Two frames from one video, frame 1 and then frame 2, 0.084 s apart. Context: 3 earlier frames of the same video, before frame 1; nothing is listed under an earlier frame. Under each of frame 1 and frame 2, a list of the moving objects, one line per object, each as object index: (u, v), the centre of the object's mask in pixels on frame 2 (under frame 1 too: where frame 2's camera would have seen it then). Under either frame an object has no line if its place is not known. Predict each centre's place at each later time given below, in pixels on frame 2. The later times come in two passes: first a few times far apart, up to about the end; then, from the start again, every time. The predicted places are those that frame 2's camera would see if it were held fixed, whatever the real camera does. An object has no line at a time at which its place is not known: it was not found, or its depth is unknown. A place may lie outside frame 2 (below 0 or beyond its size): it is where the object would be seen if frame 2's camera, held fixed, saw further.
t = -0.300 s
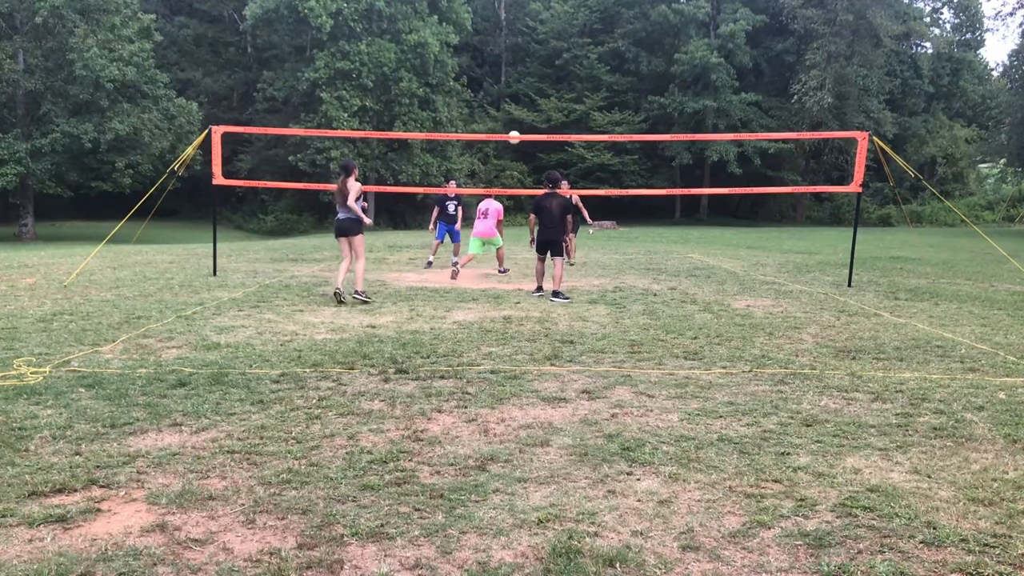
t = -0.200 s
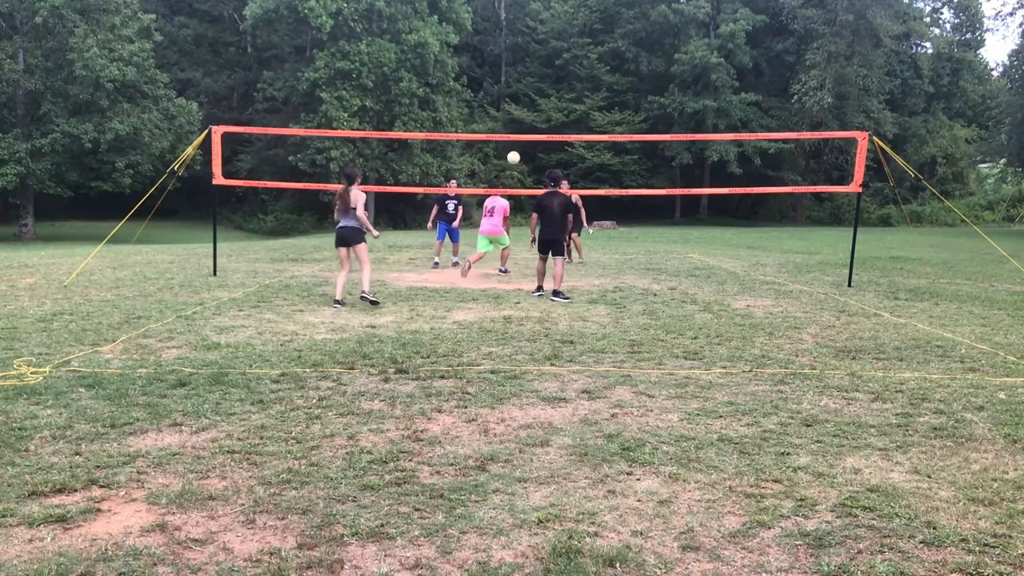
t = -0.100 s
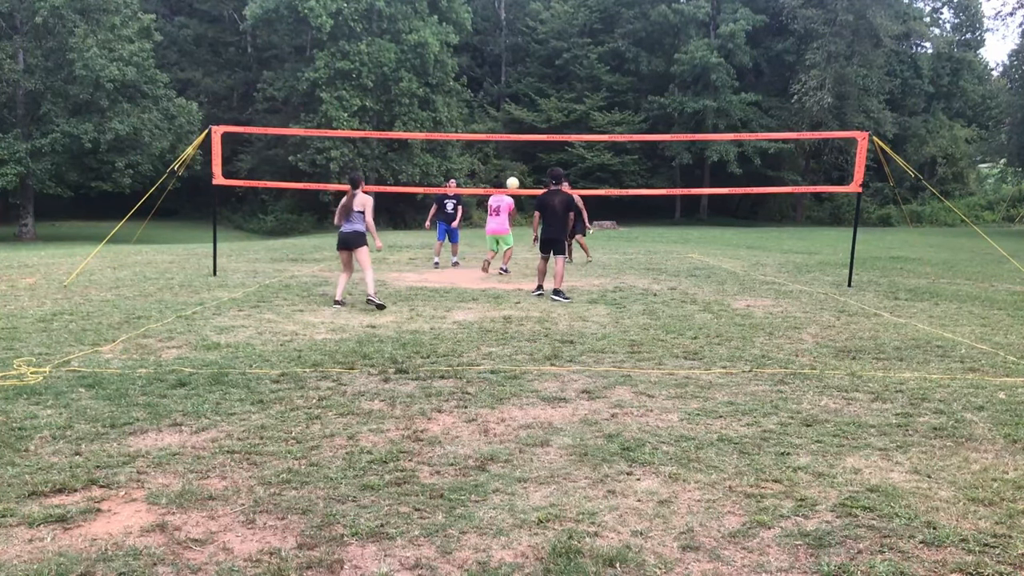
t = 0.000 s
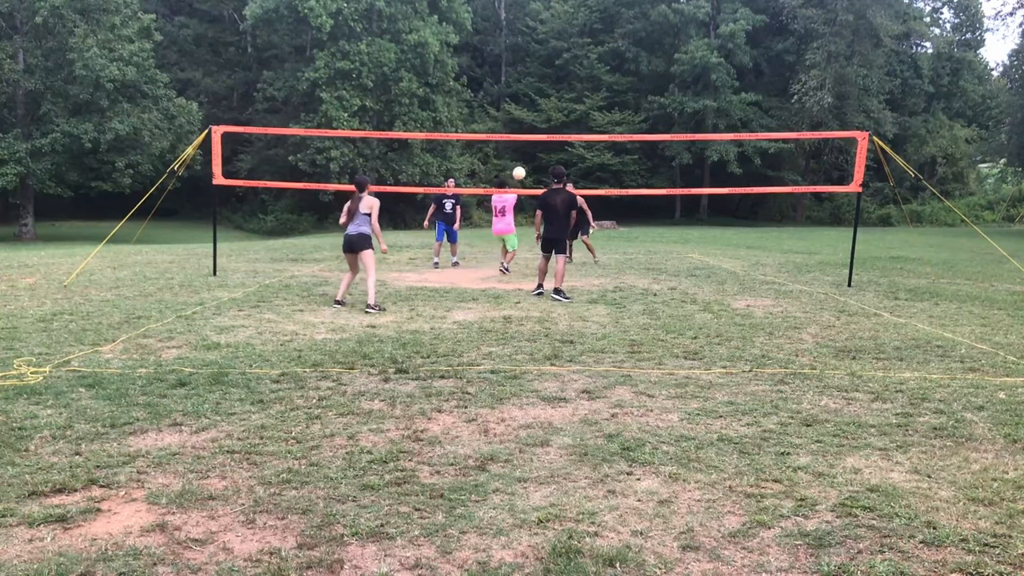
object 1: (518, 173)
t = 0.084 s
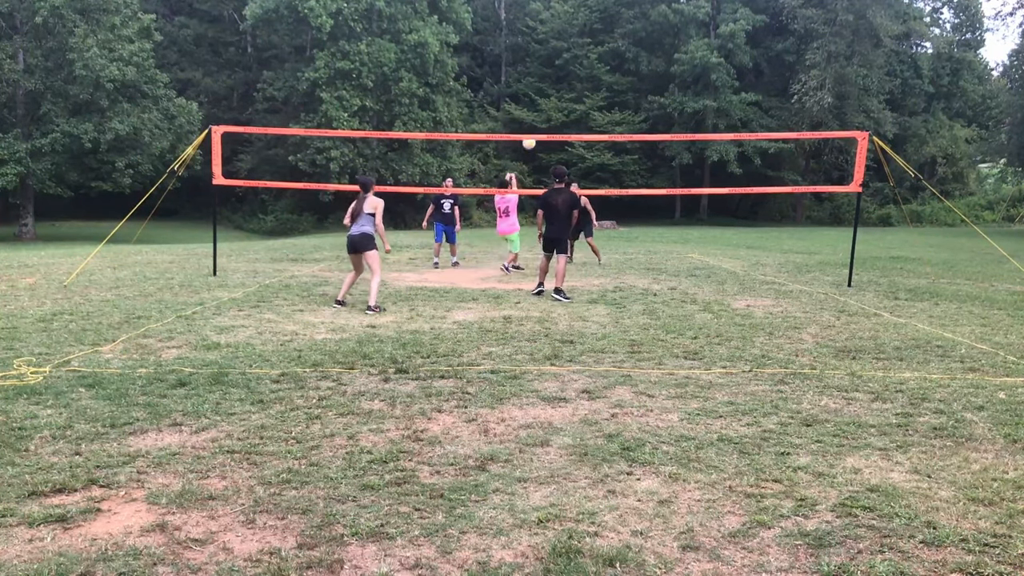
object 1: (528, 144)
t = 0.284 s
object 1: (553, 84)
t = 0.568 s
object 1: (588, 41)
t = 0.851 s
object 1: (622, 44)
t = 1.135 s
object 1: (654, 95)
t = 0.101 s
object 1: (531, 136)
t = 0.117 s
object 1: (533, 130)
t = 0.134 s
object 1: (534, 125)
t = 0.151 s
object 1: (537, 120)
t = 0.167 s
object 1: (539, 115)
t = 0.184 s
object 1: (541, 110)
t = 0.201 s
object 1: (543, 105)
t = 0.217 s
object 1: (545, 101)
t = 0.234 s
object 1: (547, 96)
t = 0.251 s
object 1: (549, 92)
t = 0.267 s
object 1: (551, 88)
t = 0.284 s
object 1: (553, 84)
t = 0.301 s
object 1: (555, 81)
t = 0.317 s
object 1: (557, 77)
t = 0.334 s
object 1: (559, 73)
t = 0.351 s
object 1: (561, 70)
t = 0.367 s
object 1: (563, 67)
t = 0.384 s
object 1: (565, 63)
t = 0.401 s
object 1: (567, 61)
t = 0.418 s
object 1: (569, 58)
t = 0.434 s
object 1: (571, 55)
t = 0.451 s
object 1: (573, 53)
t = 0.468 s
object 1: (576, 50)
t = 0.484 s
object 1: (578, 48)
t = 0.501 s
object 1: (580, 46)
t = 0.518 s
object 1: (582, 45)
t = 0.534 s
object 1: (584, 43)
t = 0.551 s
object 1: (586, 42)
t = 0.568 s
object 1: (588, 41)
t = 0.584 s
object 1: (590, 40)
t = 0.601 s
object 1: (592, 39)
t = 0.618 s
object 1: (594, 38)
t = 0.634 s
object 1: (596, 37)
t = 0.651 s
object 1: (598, 37)
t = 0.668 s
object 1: (600, 36)
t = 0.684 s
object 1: (602, 36)
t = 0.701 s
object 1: (604, 36)
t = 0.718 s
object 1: (606, 36)
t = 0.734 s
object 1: (608, 37)
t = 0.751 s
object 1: (610, 37)
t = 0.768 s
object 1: (612, 38)
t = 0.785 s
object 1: (614, 38)
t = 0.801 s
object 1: (616, 39)
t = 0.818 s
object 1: (618, 41)
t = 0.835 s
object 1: (620, 42)
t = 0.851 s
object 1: (622, 44)
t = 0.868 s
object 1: (624, 46)
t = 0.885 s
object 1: (626, 48)
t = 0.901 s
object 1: (628, 50)
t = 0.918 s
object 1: (630, 52)
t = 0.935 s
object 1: (632, 54)
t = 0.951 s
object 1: (633, 56)
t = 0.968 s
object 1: (635, 59)
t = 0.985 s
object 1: (638, 62)
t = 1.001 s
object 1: (639, 65)
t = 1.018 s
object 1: (641, 68)
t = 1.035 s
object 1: (643, 71)
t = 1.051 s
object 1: (645, 75)
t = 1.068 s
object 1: (647, 79)
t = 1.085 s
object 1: (649, 83)
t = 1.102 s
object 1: (651, 86)
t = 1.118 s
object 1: (653, 90)
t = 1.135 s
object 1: (654, 95)
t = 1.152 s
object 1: (656, 99)
